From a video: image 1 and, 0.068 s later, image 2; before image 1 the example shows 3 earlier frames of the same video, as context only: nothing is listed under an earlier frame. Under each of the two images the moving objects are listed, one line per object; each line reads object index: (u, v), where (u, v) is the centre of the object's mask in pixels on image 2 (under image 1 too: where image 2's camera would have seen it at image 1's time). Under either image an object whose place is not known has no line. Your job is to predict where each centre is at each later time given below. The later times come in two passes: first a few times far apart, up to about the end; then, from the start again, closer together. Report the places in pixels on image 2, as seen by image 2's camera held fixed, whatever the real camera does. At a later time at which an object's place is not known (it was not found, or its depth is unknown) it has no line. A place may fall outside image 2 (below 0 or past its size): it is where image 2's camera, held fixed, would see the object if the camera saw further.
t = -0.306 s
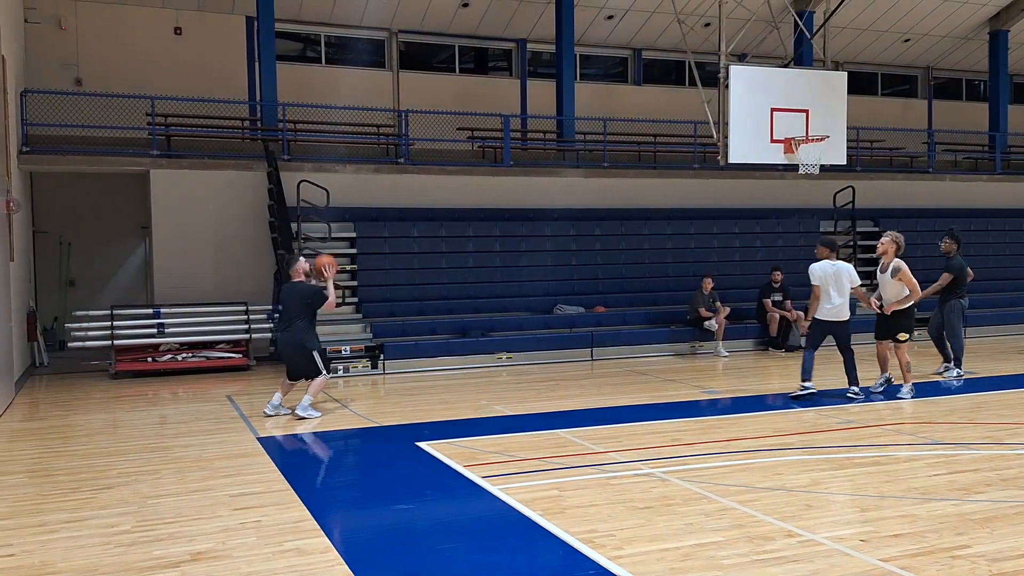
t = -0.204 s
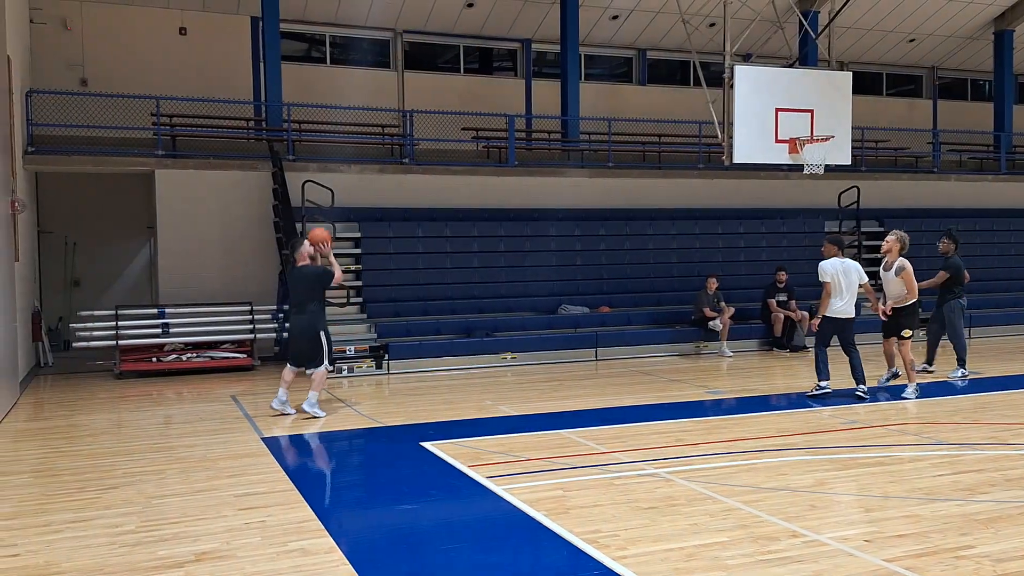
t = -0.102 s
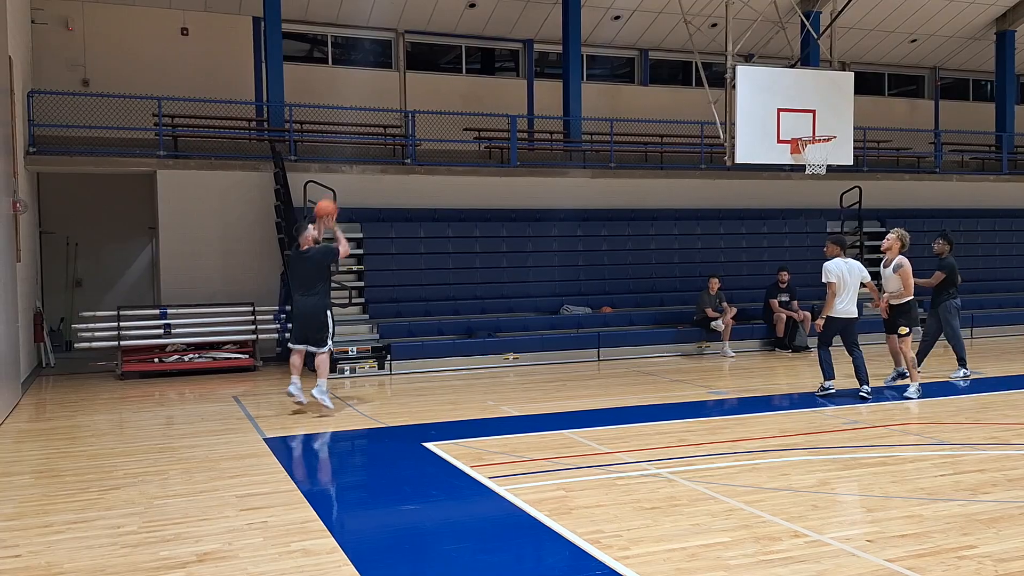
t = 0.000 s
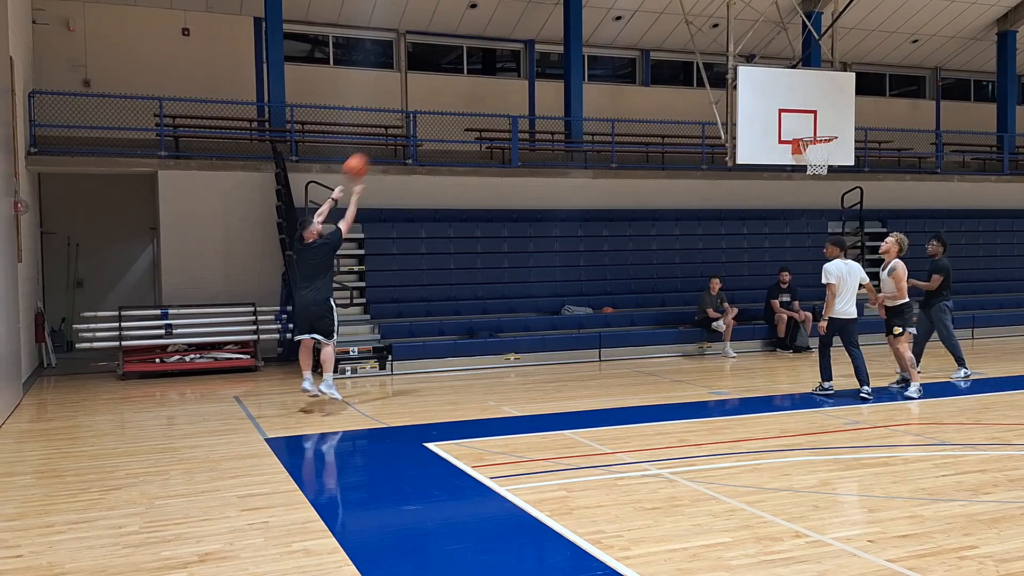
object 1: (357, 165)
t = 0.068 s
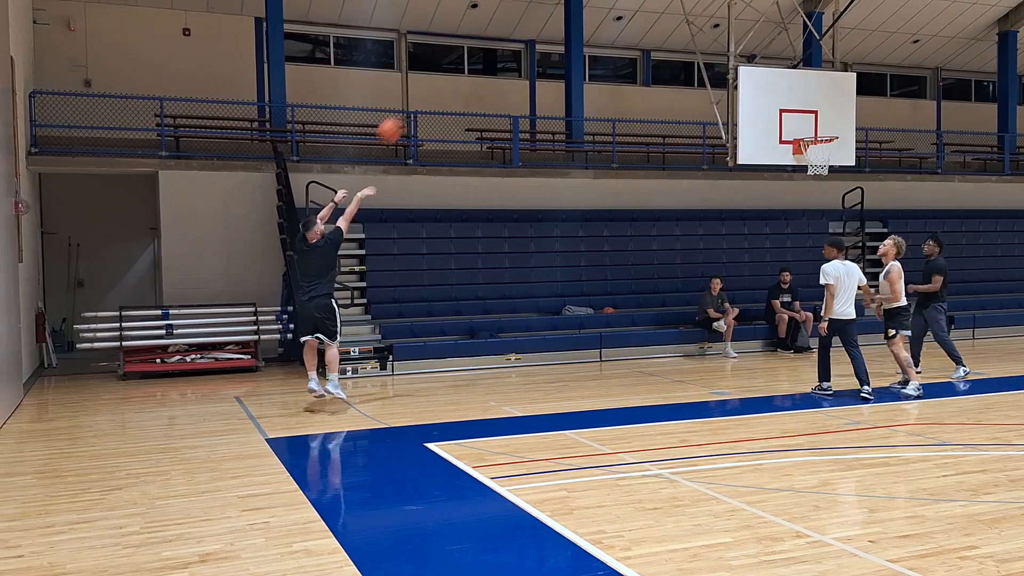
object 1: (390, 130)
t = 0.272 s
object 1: (485, 50)
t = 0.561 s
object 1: (611, 5)
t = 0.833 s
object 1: (712, 25)
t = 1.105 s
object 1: (802, 101)
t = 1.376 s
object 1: (855, 79)
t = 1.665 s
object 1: (895, 48)
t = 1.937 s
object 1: (932, 78)
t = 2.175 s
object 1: (962, 148)
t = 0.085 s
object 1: (398, 123)
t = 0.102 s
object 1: (406, 114)
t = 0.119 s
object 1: (414, 106)
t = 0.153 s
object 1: (430, 91)
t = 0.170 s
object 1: (438, 84)
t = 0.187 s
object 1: (446, 77)
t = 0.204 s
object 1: (454, 70)
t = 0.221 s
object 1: (463, 65)
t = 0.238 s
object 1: (470, 60)
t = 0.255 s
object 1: (478, 56)
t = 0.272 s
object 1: (485, 50)
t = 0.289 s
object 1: (493, 46)
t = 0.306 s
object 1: (500, 40)
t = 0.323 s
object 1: (508, 36)
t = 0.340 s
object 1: (514, 32)
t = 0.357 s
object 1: (522, 28)
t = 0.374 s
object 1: (529, 25)
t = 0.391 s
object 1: (537, 21)
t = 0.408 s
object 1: (544, 18)
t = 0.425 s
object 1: (552, 15)
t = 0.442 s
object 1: (559, 13)
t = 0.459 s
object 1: (568, 10)
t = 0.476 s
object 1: (575, 9)
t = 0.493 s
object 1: (581, 8)
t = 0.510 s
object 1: (589, 6)
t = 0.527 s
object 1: (597, 6)
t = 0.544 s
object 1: (604, 5)
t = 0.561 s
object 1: (611, 5)
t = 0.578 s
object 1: (618, 4)
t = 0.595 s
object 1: (624, 4)
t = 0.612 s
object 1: (631, 4)
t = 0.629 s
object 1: (638, 3)
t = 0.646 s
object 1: (645, 4)
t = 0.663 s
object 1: (651, 4)
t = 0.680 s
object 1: (657, 6)
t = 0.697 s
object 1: (664, 7)
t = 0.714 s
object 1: (670, 8)
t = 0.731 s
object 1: (676, 10)
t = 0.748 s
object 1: (682, 12)
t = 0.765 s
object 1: (688, 14)
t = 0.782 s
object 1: (694, 17)
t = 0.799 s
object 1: (699, 19)
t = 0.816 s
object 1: (706, 22)
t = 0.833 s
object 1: (712, 25)
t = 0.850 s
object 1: (718, 28)
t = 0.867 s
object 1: (724, 32)
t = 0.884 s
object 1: (729, 35)
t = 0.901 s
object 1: (735, 39)
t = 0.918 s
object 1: (741, 44)
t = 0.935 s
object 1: (747, 49)
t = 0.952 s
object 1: (752, 52)
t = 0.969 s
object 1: (758, 56)
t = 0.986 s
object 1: (764, 60)
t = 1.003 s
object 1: (770, 65)
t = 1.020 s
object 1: (775, 71)
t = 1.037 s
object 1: (780, 77)
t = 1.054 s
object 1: (786, 83)
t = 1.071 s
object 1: (791, 89)
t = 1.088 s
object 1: (797, 95)
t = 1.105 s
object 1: (802, 101)
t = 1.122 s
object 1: (808, 107)
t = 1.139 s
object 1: (814, 114)
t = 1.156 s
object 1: (819, 120)
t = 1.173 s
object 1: (825, 127)
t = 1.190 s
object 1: (828, 131)
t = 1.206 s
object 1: (830, 126)
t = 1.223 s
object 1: (833, 120)
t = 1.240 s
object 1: (835, 115)
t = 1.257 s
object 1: (838, 109)
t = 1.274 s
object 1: (840, 104)
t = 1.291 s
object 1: (843, 99)
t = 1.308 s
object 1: (845, 95)
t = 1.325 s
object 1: (848, 90)
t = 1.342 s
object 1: (850, 86)
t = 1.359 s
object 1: (853, 82)
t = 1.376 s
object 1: (855, 79)
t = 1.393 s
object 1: (857, 75)
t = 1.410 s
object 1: (859, 72)
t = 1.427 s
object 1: (861, 69)
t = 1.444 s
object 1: (863, 66)
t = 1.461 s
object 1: (867, 63)
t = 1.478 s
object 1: (869, 60)
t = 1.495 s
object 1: (871, 59)
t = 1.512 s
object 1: (873, 56)
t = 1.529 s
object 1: (875, 54)
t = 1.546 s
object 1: (878, 53)
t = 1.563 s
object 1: (881, 51)
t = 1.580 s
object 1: (883, 50)
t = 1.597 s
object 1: (885, 50)
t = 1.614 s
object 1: (888, 49)
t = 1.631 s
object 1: (889, 49)
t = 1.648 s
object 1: (892, 48)
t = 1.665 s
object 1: (895, 48)
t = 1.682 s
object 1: (897, 48)
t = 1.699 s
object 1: (900, 48)
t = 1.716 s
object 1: (901, 49)
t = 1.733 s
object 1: (904, 49)
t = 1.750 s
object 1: (906, 51)
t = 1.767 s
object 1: (909, 53)
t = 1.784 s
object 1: (910, 53)
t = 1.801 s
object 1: (913, 55)
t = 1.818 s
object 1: (915, 57)
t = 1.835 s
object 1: (917, 60)
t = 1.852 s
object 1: (921, 62)
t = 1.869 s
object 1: (923, 65)
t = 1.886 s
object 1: (925, 67)
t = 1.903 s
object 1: (928, 71)
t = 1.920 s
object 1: (930, 74)
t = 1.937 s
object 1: (932, 78)
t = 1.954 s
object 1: (934, 81)
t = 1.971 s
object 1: (936, 85)
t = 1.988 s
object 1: (939, 89)
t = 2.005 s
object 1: (940, 93)
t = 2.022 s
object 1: (942, 97)
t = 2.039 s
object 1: (945, 102)
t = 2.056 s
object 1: (947, 106)
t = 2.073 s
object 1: (949, 112)
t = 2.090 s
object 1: (951, 118)
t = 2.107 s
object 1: (955, 124)
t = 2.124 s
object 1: (956, 130)
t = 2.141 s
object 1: (958, 135)
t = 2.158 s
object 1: (960, 142)
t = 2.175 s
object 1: (962, 148)
